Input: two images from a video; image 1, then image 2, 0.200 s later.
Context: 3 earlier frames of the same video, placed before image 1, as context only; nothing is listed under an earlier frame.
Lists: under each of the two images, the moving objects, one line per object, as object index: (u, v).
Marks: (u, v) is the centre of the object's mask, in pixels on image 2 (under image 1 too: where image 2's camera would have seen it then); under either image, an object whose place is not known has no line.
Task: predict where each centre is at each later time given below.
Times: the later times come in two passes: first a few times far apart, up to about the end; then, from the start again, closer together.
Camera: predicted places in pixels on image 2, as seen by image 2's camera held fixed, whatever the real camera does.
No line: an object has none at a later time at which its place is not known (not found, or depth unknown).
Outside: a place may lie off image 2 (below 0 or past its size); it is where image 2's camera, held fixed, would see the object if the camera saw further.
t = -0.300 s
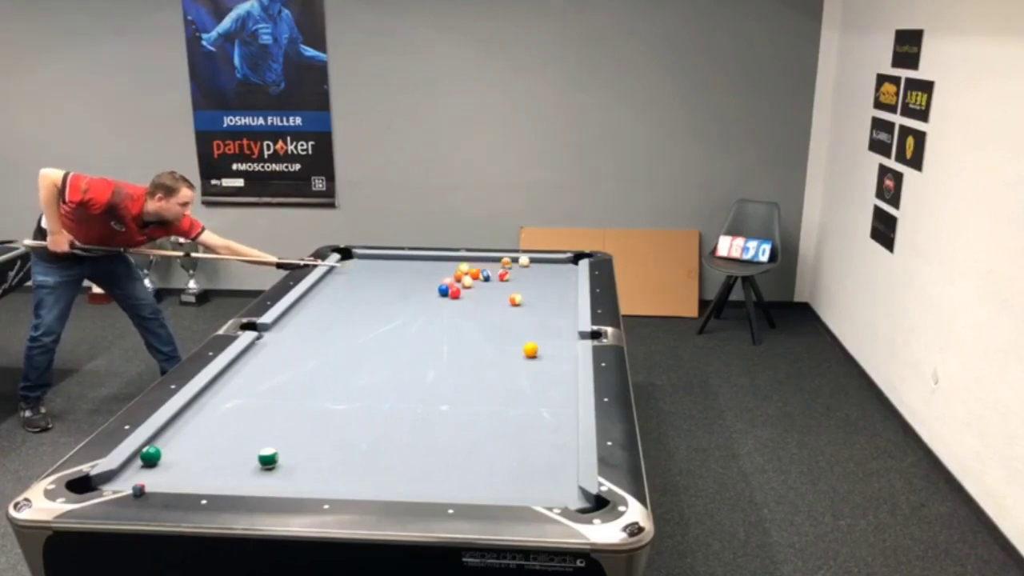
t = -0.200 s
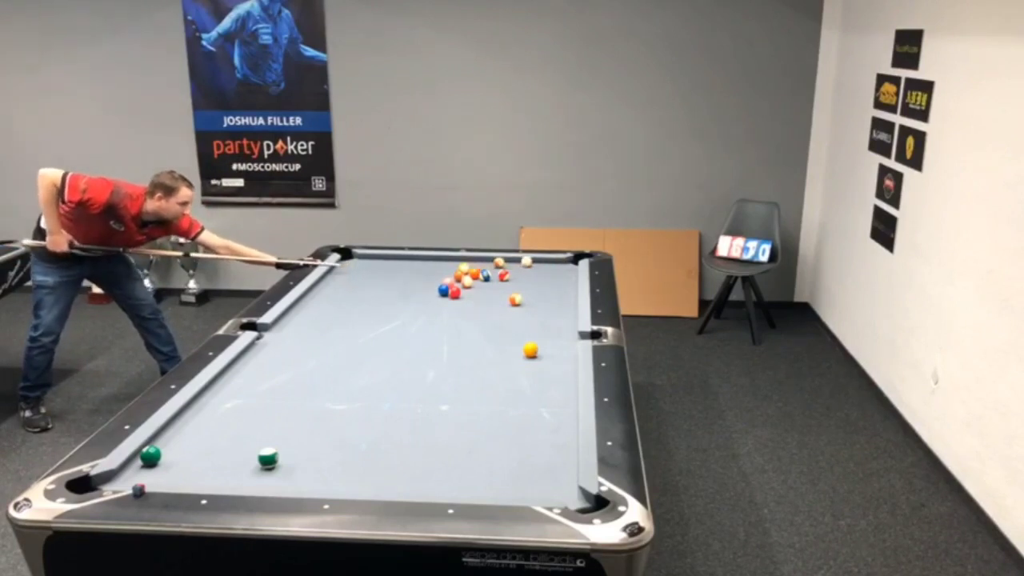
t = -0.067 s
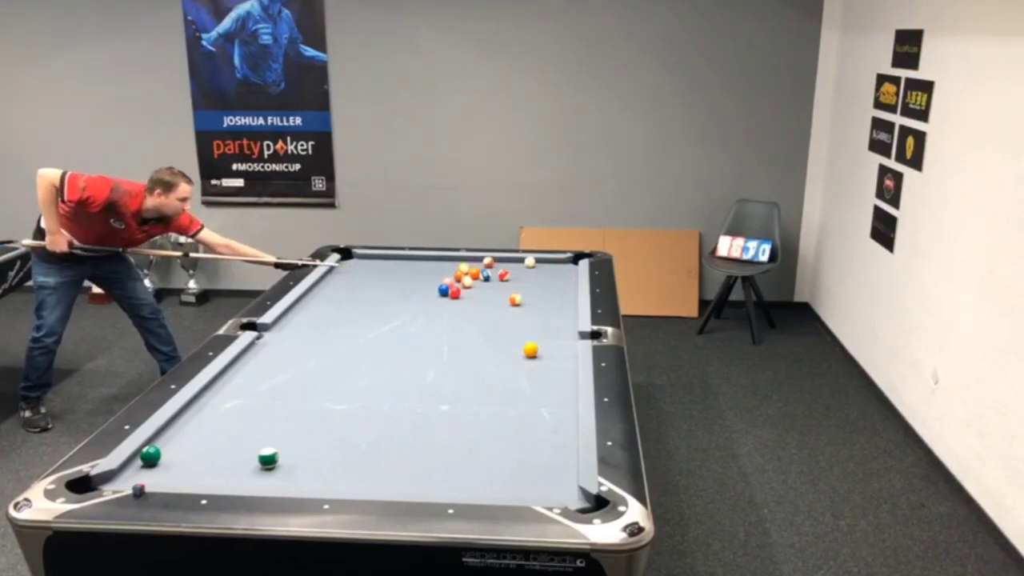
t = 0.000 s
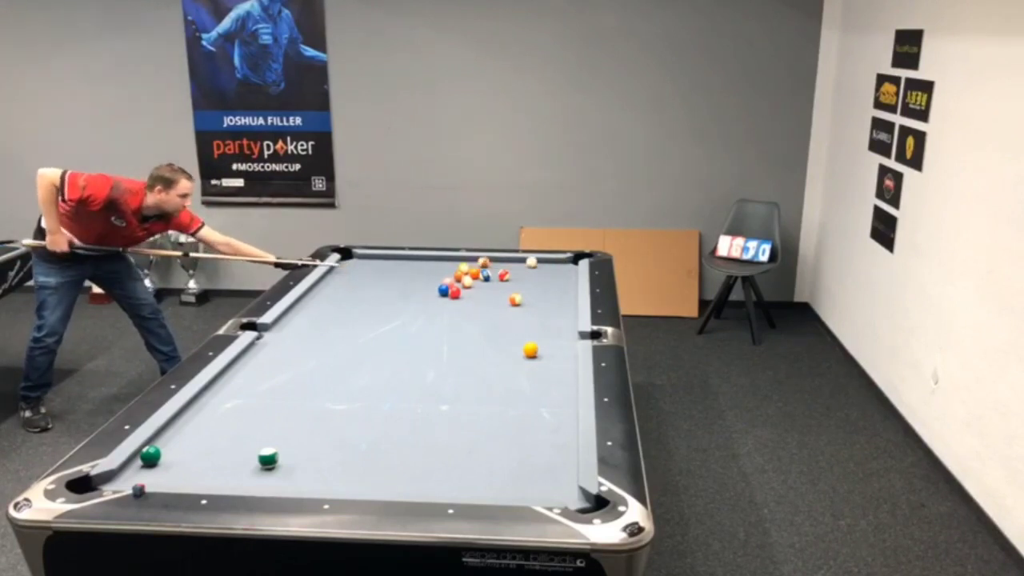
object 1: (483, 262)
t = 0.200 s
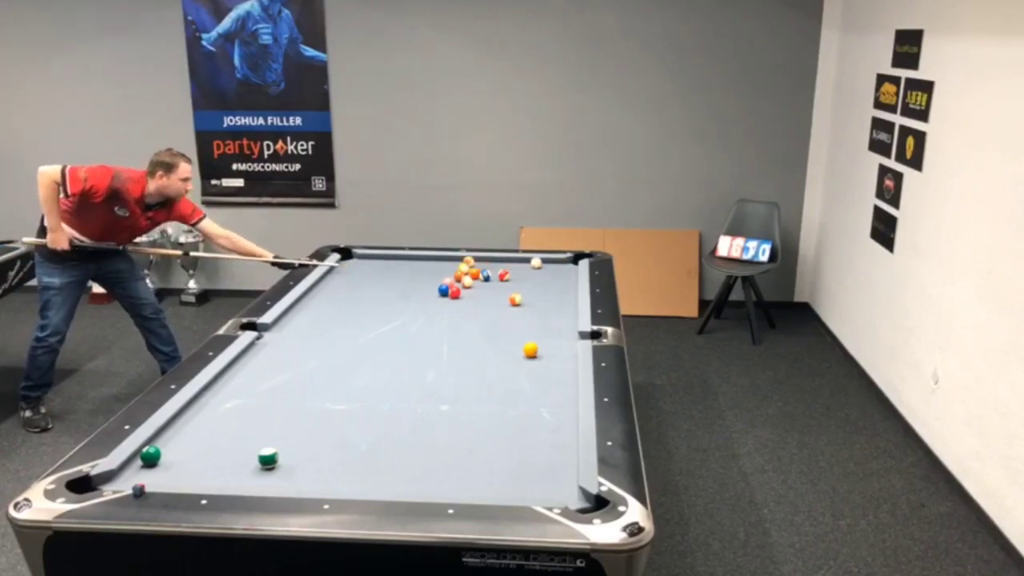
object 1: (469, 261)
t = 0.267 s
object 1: (464, 260)
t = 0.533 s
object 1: (446, 261)
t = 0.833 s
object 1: (426, 260)
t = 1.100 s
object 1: (409, 260)
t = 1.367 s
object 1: (393, 260)
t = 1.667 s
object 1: (377, 260)
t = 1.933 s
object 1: (363, 259)
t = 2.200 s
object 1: (350, 259)
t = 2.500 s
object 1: (350, 260)
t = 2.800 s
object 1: (357, 259)
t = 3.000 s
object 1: (361, 260)
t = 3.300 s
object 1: (366, 260)
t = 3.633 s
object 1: (370, 260)
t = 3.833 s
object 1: (372, 260)
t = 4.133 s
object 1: (374, 260)
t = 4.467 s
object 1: (375, 260)
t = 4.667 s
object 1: (375, 260)
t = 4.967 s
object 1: (375, 260)
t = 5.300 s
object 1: (375, 260)
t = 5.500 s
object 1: (375, 260)
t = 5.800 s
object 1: (375, 260)
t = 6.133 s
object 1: (375, 260)
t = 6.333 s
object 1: (375, 260)
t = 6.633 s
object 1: (375, 260)
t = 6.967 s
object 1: (375, 260)
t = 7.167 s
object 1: (375, 260)
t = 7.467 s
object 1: (375, 260)
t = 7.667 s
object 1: (375, 260)
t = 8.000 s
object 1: (375, 260)
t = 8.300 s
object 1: (375, 260)
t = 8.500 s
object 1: (375, 260)
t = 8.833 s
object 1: (375, 260)
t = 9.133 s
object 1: (375, 260)
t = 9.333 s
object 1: (375, 260)
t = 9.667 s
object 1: (375, 260)
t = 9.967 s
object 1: (375, 260)
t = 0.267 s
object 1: (464, 260)
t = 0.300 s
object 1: (461, 259)
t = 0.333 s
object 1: (458, 260)
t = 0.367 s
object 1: (456, 261)
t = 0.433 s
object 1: (451, 261)
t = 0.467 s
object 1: (450, 261)
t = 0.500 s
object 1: (448, 261)
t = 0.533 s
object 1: (446, 261)
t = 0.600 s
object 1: (441, 261)
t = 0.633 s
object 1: (439, 261)
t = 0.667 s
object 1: (436, 261)
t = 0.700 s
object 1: (434, 260)
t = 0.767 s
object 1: (430, 260)
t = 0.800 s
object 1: (428, 260)
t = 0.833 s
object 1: (426, 260)
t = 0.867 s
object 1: (423, 260)
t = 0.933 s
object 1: (419, 260)
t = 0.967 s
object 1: (417, 260)
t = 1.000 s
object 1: (415, 260)
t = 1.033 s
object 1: (413, 260)
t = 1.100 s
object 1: (409, 260)
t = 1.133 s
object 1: (407, 260)
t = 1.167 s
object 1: (405, 260)
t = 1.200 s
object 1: (403, 260)
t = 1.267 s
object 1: (399, 260)
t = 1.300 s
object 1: (397, 260)
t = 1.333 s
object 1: (395, 260)
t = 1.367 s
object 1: (393, 260)
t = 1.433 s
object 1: (389, 260)
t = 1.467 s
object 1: (387, 260)
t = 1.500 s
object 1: (385, 260)
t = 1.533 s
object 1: (384, 260)
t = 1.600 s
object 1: (381, 260)
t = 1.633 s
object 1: (379, 260)
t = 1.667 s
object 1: (377, 260)
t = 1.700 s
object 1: (375, 259)
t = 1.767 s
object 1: (371, 259)
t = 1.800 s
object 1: (370, 260)
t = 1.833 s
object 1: (368, 259)
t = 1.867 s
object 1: (367, 260)
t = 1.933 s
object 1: (363, 259)
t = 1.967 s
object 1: (361, 259)
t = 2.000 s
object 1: (360, 259)
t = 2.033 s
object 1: (358, 259)
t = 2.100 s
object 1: (354, 259)
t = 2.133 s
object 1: (353, 259)
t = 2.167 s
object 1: (351, 259)
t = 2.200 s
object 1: (350, 259)
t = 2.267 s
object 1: (347, 259)
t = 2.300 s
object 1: (345, 259)
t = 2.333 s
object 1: (346, 259)
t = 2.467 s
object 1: (349, 259)
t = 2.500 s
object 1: (350, 260)
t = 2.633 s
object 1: (353, 259)
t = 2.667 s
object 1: (354, 259)
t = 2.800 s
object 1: (357, 259)
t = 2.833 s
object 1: (358, 259)
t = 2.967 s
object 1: (361, 259)
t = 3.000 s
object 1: (361, 260)
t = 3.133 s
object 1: (364, 260)
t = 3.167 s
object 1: (364, 260)
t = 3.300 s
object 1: (366, 260)
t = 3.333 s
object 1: (366, 260)
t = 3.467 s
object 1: (368, 260)
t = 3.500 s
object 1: (368, 260)
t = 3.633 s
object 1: (370, 260)
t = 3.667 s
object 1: (370, 260)
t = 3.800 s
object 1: (371, 260)
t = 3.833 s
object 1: (372, 260)
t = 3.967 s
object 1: (373, 260)
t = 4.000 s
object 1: (373, 260)
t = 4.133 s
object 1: (374, 260)
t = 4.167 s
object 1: (374, 260)
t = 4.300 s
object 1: (375, 260)
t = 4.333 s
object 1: (375, 260)
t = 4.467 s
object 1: (375, 260)
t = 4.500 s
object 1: (375, 260)
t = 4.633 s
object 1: (375, 260)
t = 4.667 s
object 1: (375, 260)
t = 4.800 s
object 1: (375, 260)
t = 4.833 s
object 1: (375, 260)
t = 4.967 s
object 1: (375, 260)
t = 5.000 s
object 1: (375, 260)
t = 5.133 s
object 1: (375, 260)
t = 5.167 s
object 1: (375, 260)
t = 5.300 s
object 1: (375, 260)
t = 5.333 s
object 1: (375, 260)
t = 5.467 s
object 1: (375, 260)
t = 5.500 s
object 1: (375, 260)
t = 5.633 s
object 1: (375, 260)
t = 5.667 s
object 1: (375, 260)
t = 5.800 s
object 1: (375, 260)
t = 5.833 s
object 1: (375, 260)
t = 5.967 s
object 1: (375, 260)
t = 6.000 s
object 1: (375, 260)
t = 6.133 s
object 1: (375, 260)
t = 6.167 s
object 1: (375, 260)
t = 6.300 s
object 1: (375, 260)
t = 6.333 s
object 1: (375, 260)
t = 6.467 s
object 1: (375, 260)
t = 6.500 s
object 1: (375, 260)
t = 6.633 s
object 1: (375, 260)
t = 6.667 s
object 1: (375, 260)
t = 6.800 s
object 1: (375, 260)
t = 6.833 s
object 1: (375, 260)
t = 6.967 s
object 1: (375, 260)
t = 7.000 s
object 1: (375, 260)
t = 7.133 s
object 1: (375, 260)
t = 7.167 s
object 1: (375, 260)
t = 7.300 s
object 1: (375, 260)
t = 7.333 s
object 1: (375, 260)
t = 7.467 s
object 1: (375, 260)
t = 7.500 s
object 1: (375, 260)
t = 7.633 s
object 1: (375, 260)
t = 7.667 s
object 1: (375, 260)
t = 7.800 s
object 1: (375, 260)
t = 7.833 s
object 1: (375, 260)
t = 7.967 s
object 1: (375, 260)
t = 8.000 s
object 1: (375, 260)
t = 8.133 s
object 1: (375, 260)
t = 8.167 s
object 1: (375, 260)
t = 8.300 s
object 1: (375, 260)
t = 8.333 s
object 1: (375, 260)
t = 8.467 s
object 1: (375, 260)
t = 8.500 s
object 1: (375, 260)
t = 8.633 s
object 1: (375, 260)
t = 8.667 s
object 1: (375, 260)
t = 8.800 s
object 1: (375, 260)
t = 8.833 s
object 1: (375, 260)
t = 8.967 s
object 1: (375, 260)
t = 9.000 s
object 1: (375, 260)
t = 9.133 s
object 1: (375, 260)
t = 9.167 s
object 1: (375, 260)
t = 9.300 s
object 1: (375, 260)
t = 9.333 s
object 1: (375, 260)
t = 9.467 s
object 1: (375, 260)
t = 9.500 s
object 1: (375, 260)
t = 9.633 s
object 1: (375, 260)
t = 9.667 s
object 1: (375, 260)
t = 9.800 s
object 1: (375, 260)
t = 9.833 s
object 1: (375, 260)
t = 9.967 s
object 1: (375, 260)
